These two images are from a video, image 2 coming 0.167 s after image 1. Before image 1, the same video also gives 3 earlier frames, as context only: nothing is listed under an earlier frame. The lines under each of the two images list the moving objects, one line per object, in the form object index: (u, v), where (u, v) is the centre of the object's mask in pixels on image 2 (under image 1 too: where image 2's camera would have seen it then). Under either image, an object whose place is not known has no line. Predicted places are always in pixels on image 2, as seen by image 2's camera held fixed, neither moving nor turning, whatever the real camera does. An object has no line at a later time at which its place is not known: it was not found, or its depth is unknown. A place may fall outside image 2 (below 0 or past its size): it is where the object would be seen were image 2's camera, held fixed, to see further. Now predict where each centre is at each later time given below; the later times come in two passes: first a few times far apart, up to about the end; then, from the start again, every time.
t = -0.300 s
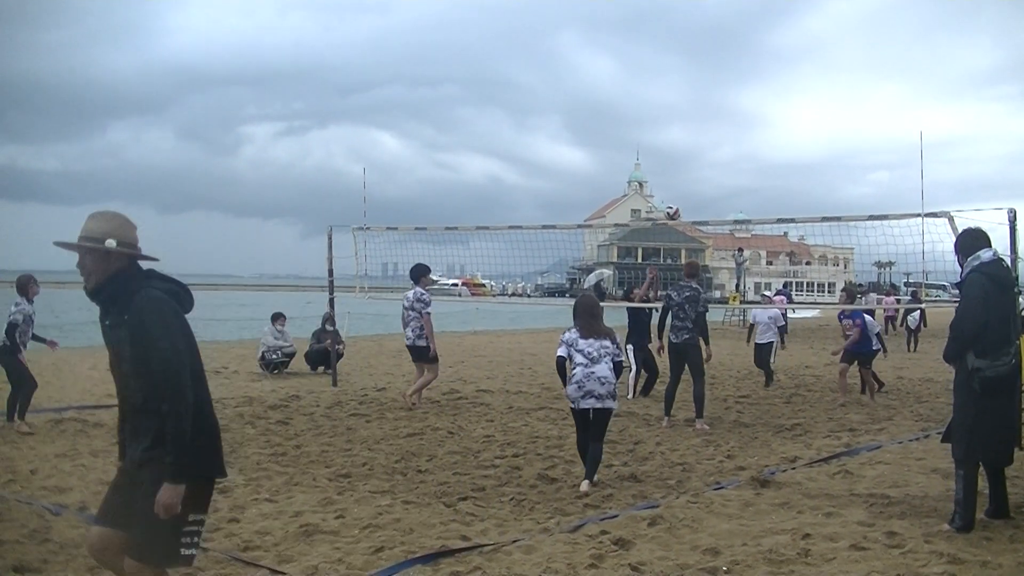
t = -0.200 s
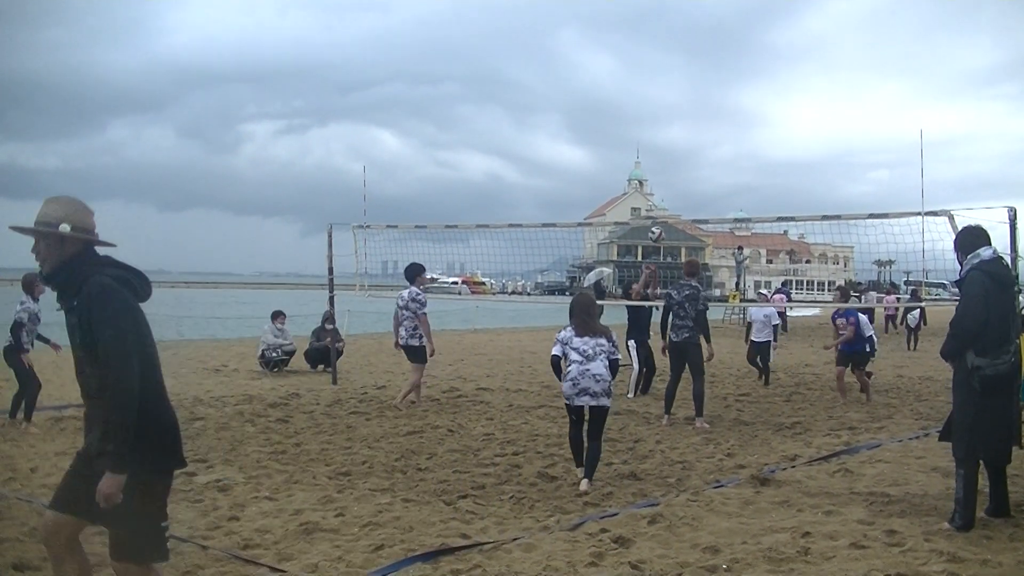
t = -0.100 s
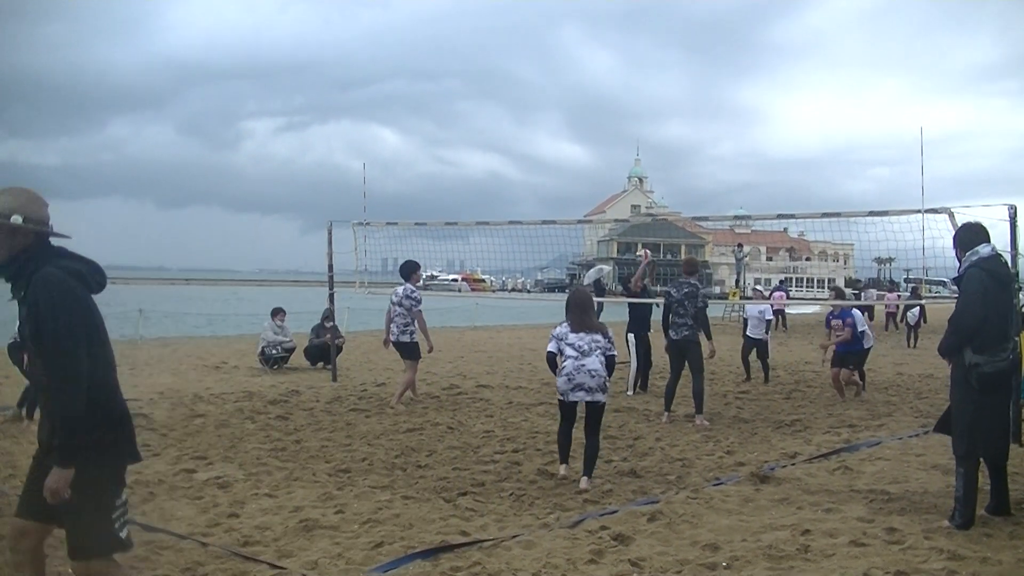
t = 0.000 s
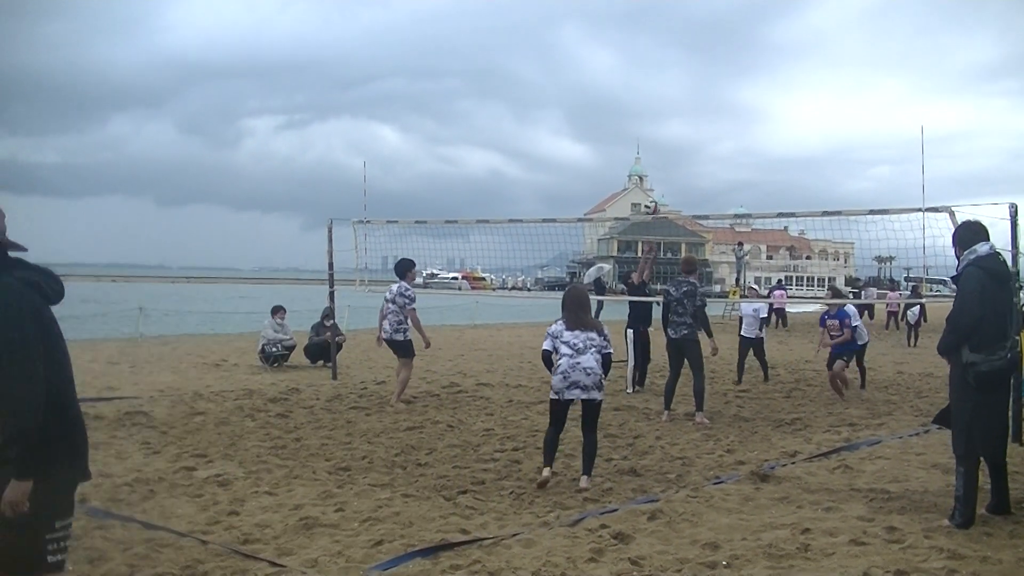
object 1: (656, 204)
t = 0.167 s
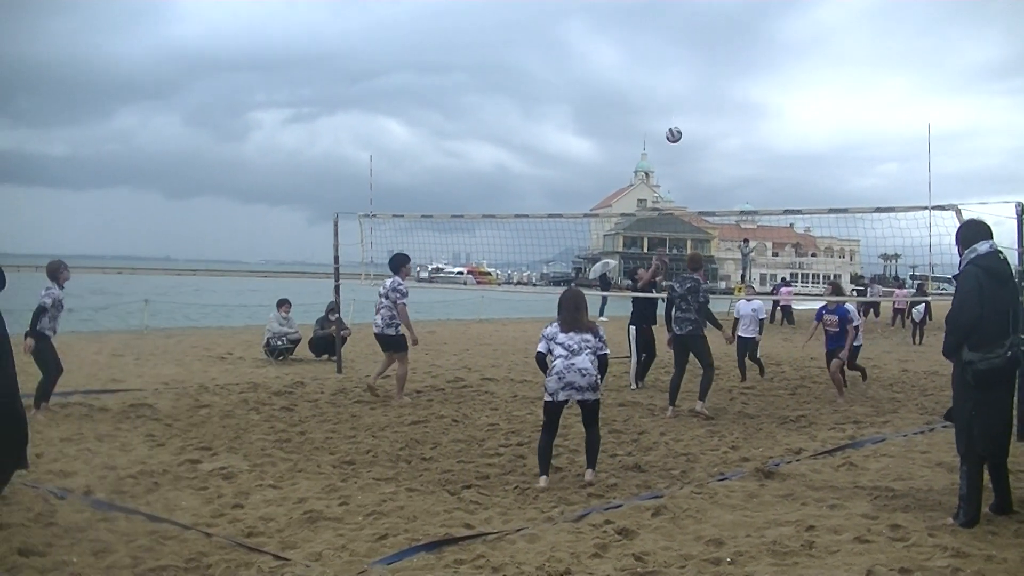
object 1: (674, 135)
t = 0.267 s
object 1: (685, 103)
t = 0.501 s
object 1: (708, 60)
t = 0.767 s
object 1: (738, 62)
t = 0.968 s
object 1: (761, 101)
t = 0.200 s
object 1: (678, 123)
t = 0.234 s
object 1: (682, 113)
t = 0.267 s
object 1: (685, 103)
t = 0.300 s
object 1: (689, 94)
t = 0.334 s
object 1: (692, 87)
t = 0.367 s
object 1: (695, 79)
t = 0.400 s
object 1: (698, 73)
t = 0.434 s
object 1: (702, 68)
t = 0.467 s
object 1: (705, 63)
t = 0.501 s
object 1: (708, 60)
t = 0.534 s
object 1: (712, 56)
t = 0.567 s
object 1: (716, 55)
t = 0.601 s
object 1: (719, 54)
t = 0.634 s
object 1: (723, 53)
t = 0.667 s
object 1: (727, 54)
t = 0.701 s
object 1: (731, 56)
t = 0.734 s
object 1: (735, 58)
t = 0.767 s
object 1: (738, 62)
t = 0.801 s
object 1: (742, 66)
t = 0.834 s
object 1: (746, 71)
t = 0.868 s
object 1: (750, 77)
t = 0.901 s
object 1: (753, 84)
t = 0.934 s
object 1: (757, 92)
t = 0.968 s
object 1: (761, 101)
